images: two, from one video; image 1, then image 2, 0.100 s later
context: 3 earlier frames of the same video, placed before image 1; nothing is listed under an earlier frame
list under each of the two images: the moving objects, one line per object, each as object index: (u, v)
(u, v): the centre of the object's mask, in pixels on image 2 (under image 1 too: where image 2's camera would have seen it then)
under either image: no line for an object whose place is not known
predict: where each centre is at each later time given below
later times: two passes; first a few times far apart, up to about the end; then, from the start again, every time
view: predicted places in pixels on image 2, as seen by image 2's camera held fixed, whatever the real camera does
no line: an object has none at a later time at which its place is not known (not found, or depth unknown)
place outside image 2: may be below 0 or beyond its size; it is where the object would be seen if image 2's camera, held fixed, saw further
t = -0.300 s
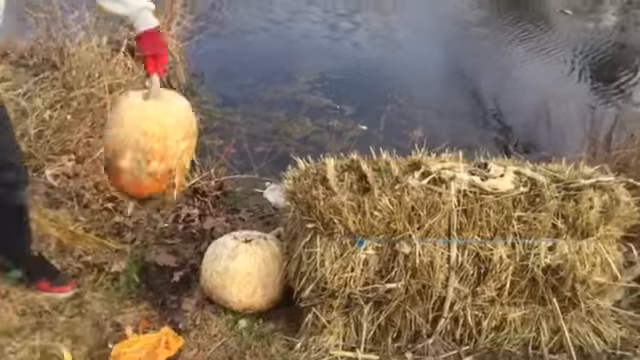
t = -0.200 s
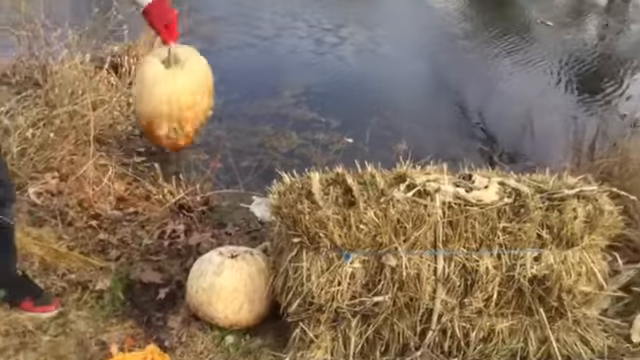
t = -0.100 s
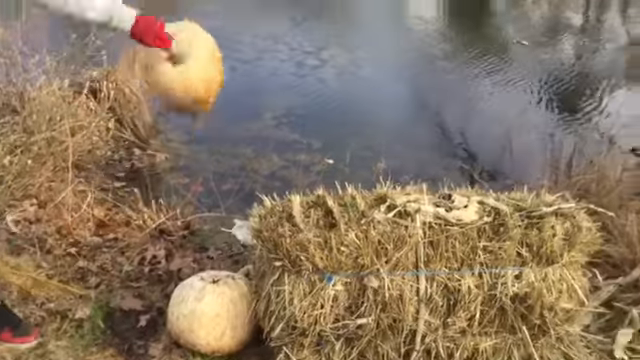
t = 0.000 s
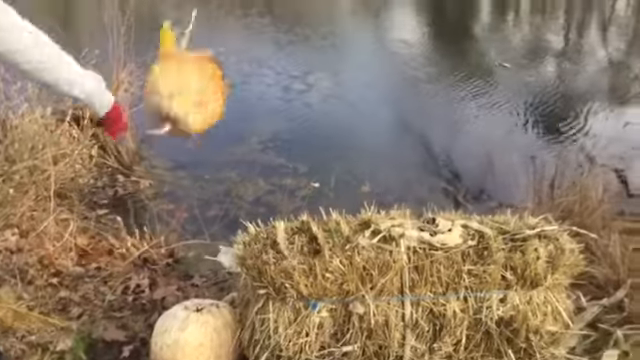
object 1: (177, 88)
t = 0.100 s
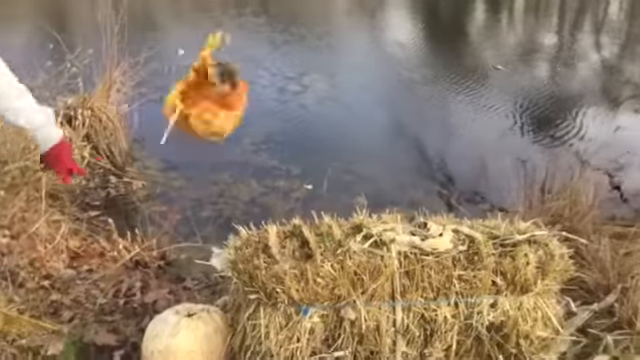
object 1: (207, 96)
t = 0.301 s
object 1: (261, 141)
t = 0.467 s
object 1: (280, 219)
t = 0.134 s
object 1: (217, 102)
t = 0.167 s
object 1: (227, 109)
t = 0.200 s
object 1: (239, 114)
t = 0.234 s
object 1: (248, 118)
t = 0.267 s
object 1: (256, 127)
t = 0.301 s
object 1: (261, 141)
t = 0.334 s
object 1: (267, 157)
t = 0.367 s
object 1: (273, 173)
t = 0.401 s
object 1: (276, 191)
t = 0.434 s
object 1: (278, 203)
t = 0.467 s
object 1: (280, 219)
